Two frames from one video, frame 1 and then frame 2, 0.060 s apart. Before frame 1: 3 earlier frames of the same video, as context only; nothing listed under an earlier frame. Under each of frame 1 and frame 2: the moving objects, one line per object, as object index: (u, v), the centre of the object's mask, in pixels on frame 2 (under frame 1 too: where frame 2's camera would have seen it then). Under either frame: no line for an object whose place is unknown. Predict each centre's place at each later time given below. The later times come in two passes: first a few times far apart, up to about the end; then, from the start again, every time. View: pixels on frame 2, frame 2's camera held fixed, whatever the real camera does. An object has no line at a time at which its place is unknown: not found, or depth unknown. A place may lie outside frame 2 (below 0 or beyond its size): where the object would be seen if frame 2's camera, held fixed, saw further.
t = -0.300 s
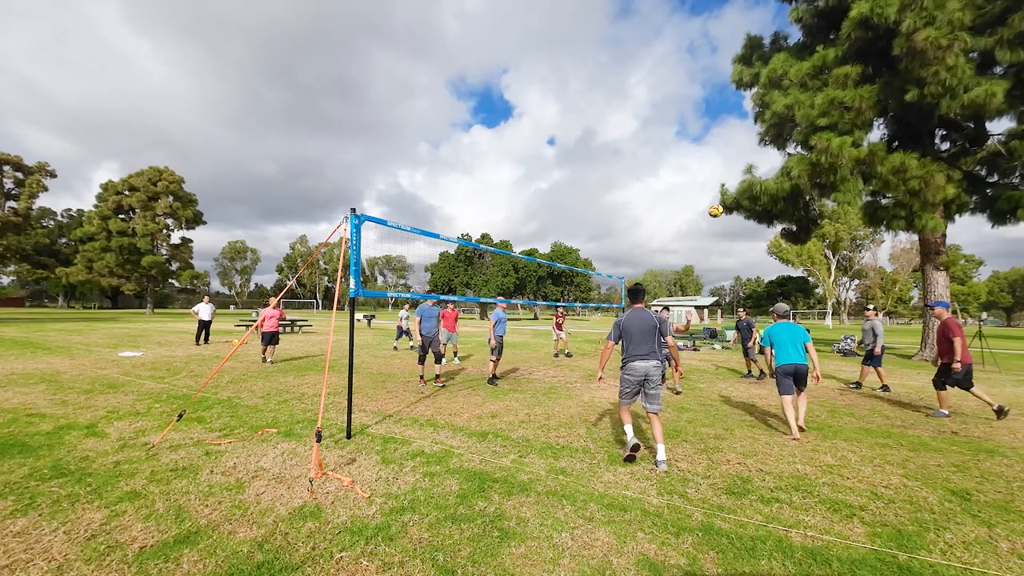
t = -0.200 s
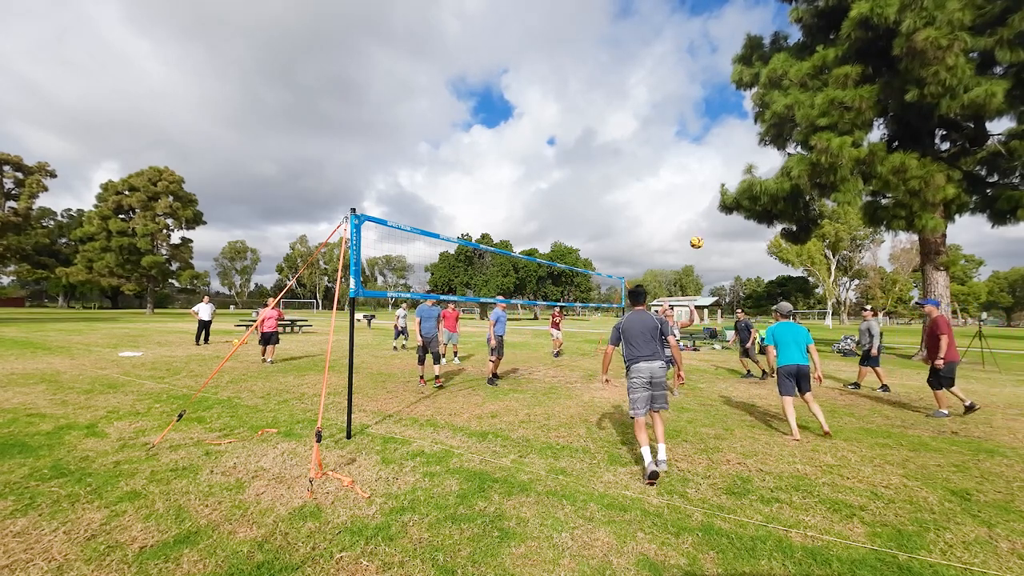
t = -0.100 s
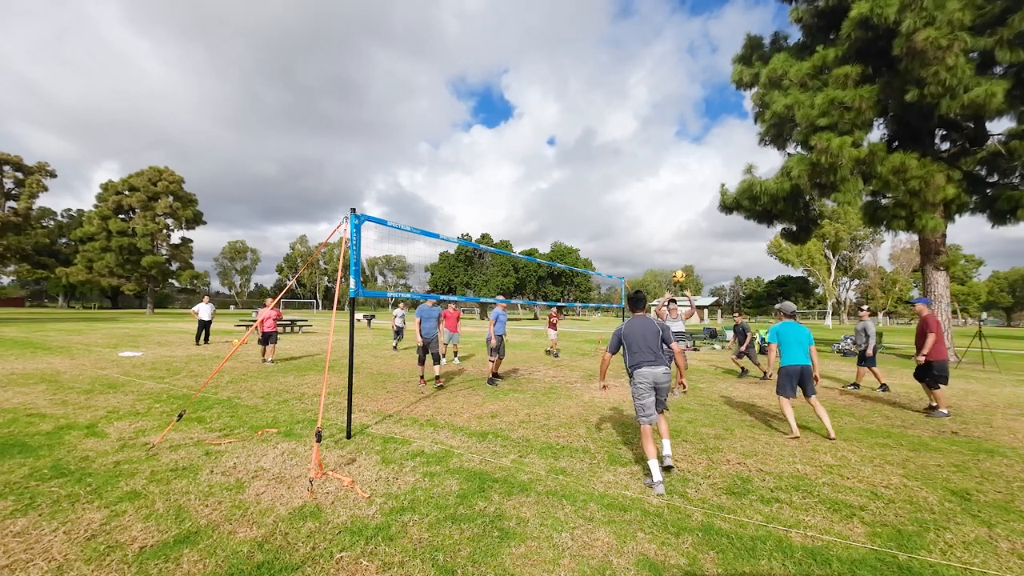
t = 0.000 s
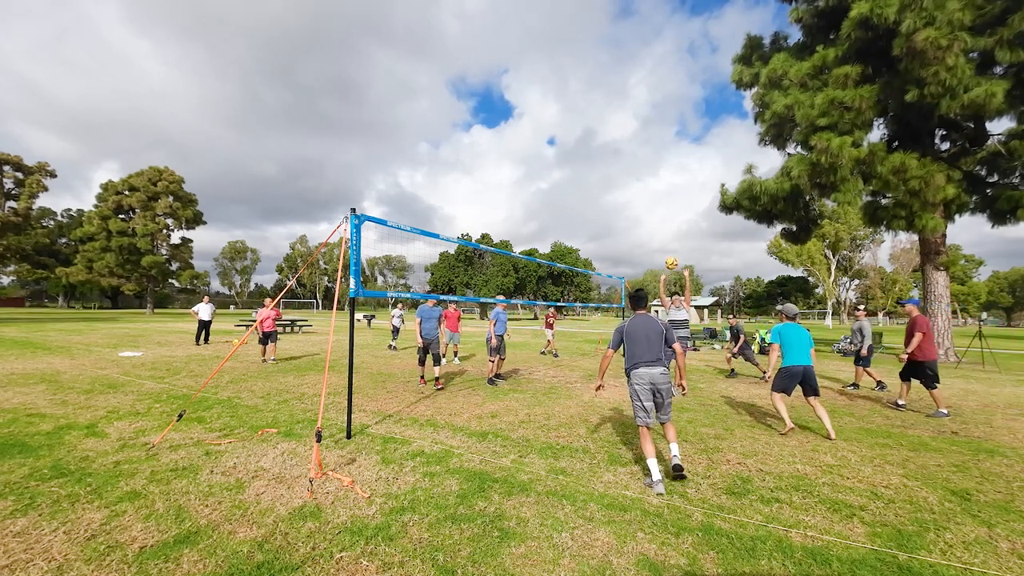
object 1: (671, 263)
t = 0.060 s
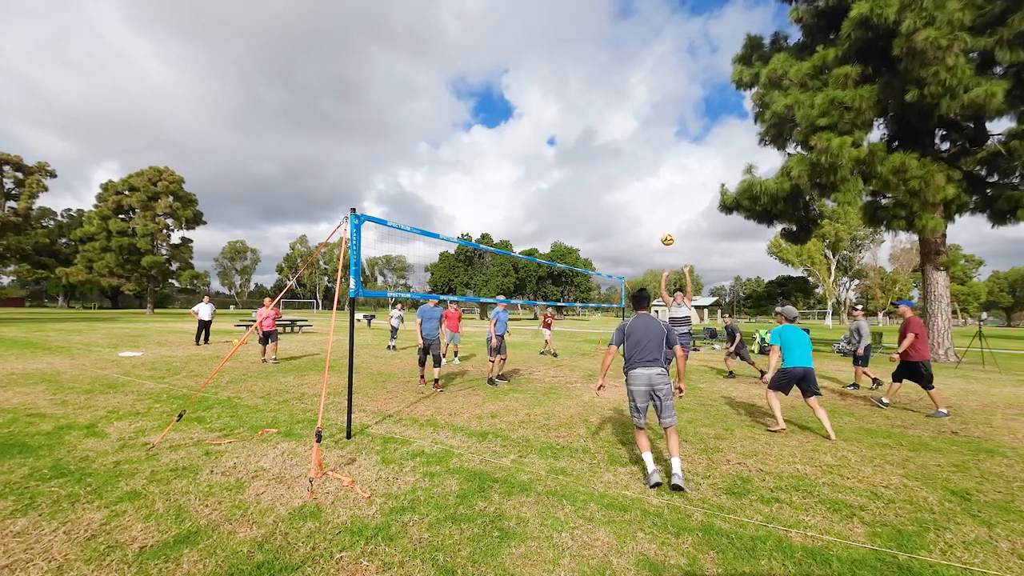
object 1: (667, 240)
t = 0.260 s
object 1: (655, 174)
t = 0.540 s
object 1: (637, 122)
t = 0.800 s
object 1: (619, 115)
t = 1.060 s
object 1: (600, 146)
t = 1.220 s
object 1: (588, 186)
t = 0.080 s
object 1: (666, 232)
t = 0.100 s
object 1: (665, 225)
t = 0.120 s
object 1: (663, 217)
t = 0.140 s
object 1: (662, 211)
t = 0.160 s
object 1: (661, 204)
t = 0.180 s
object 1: (660, 198)
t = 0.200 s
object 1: (659, 191)
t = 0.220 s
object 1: (658, 186)
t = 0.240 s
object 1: (656, 180)
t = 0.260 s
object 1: (655, 174)
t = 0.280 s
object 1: (654, 169)
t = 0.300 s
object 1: (652, 164)
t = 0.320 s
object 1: (651, 159)
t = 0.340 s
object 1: (650, 155)
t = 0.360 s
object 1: (648, 151)
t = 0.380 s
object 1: (647, 147)
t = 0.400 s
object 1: (646, 143)
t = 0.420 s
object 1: (645, 139)
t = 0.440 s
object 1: (643, 136)
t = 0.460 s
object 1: (642, 133)
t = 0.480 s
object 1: (640, 130)
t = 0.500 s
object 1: (639, 127)
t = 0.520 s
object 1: (638, 125)
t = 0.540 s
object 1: (637, 122)
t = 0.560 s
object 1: (635, 121)
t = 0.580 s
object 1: (634, 119)
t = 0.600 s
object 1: (632, 117)
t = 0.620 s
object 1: (631, 116)
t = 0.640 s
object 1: (630, 115)
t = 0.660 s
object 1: (628, 114)
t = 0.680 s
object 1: (627, 113)
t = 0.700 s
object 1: (626, 113)
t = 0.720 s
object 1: (624, 113)
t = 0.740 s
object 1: (623, 113)
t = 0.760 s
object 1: (621, 113)
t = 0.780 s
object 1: (620, 114)
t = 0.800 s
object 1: (619, 115)
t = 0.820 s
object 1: (617, 115)
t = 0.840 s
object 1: (616, 117)
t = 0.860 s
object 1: (615, 118)
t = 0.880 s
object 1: (613, 120)
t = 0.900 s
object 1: (612, 122)
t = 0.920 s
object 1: (610, 124)
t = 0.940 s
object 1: (608, 127)
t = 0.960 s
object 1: (607, 129)
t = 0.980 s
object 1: (606, 132)
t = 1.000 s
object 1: (604, 135)
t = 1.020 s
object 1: (603, 139)
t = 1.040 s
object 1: (601, 142)
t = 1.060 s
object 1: (600, 146)
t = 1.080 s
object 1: (598, 150)
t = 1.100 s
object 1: (597, 154)
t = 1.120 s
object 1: (595, 159)
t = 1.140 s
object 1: (594, 164)
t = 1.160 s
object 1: (593, 169)
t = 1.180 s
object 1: (591, 174)
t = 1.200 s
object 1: (589, 180)
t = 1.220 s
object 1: (588, 186)
